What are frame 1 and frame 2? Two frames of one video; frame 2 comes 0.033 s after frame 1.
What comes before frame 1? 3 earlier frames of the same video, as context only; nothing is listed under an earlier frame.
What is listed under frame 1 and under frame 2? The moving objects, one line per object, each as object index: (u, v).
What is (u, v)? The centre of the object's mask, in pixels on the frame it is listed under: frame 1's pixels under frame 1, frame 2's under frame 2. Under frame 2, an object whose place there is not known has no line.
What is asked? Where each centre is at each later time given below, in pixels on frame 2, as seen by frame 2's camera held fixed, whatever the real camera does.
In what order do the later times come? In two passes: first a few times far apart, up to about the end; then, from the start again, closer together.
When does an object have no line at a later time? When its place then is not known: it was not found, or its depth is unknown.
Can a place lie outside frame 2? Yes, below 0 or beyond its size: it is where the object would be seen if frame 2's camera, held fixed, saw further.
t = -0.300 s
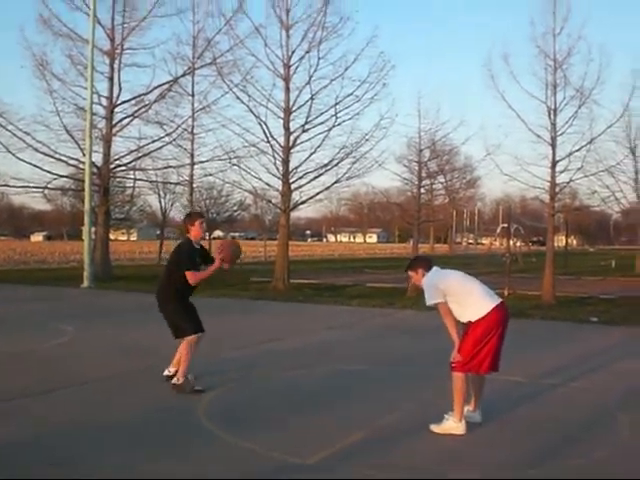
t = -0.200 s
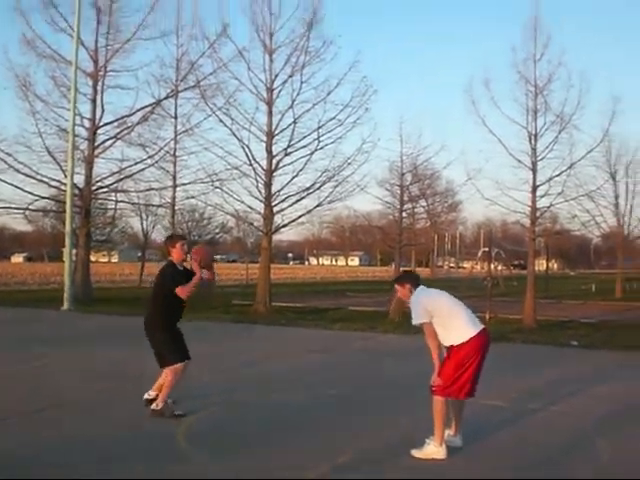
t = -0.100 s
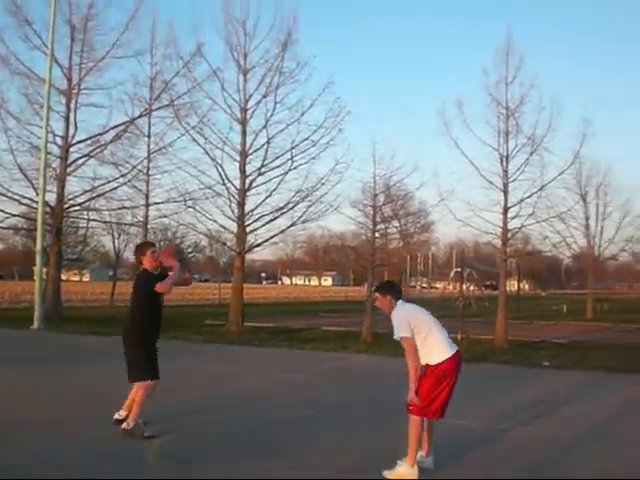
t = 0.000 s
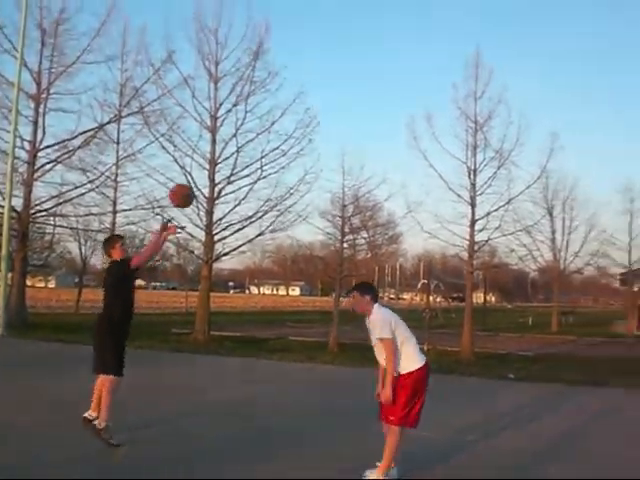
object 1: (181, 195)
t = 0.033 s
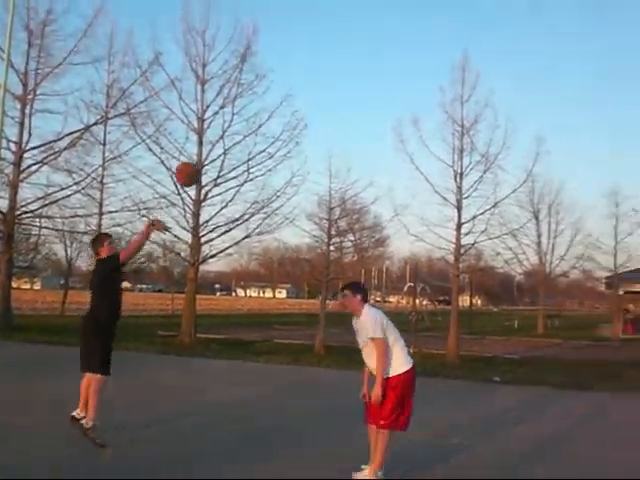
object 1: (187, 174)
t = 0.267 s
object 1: (317, 37)
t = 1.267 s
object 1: (907, 95)
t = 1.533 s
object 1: (877, 86)
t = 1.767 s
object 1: (799, 129)
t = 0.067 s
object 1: (205, 152)
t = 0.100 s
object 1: (224, 130)
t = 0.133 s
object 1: (242, 108)
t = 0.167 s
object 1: (261, 88)
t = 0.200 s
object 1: (280, 71)
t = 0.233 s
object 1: (298, 53)
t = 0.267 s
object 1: (317, 37)
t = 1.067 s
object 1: (870, -9)
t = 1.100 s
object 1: (898, 7)
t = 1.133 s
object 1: (926, 23)
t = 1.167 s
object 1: (955, 44)
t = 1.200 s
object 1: (952, 61)
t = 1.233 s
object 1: (930, 78)
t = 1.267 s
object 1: (907, 95)
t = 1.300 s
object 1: (899, 103)
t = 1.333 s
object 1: (921, 99)
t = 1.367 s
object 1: (940, 96)
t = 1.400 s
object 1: (929, 87)
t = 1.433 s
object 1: (915, 86)
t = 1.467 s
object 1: (900, 86)
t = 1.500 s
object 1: (887, 86)
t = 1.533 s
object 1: (877, 86)
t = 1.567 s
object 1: (864, 89)
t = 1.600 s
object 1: (853, 92)
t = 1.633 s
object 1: (841, 97)
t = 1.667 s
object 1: (830, 103)
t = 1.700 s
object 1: (819, 111)
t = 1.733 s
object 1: (808, 119)
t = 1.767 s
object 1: (799, 129)
